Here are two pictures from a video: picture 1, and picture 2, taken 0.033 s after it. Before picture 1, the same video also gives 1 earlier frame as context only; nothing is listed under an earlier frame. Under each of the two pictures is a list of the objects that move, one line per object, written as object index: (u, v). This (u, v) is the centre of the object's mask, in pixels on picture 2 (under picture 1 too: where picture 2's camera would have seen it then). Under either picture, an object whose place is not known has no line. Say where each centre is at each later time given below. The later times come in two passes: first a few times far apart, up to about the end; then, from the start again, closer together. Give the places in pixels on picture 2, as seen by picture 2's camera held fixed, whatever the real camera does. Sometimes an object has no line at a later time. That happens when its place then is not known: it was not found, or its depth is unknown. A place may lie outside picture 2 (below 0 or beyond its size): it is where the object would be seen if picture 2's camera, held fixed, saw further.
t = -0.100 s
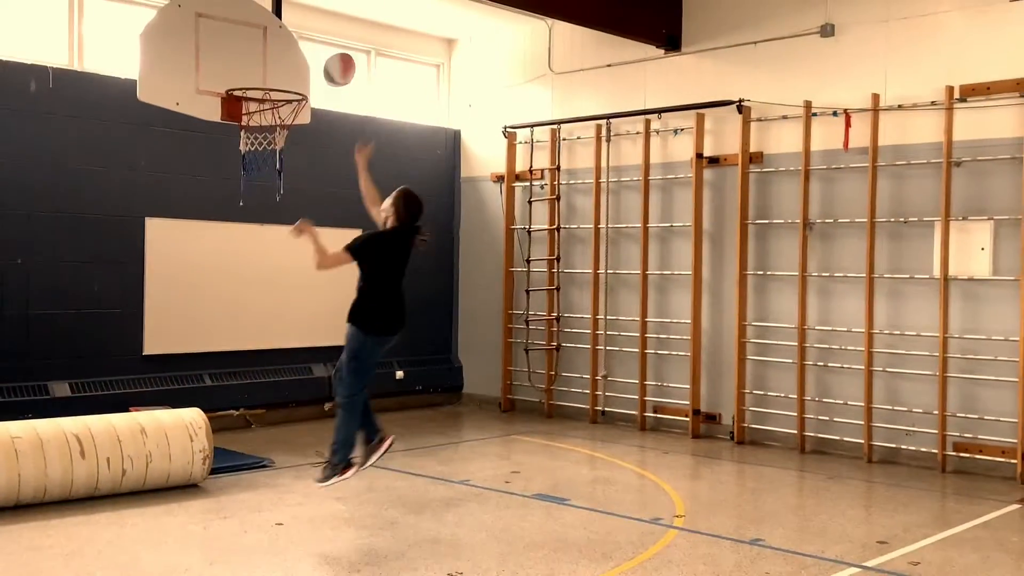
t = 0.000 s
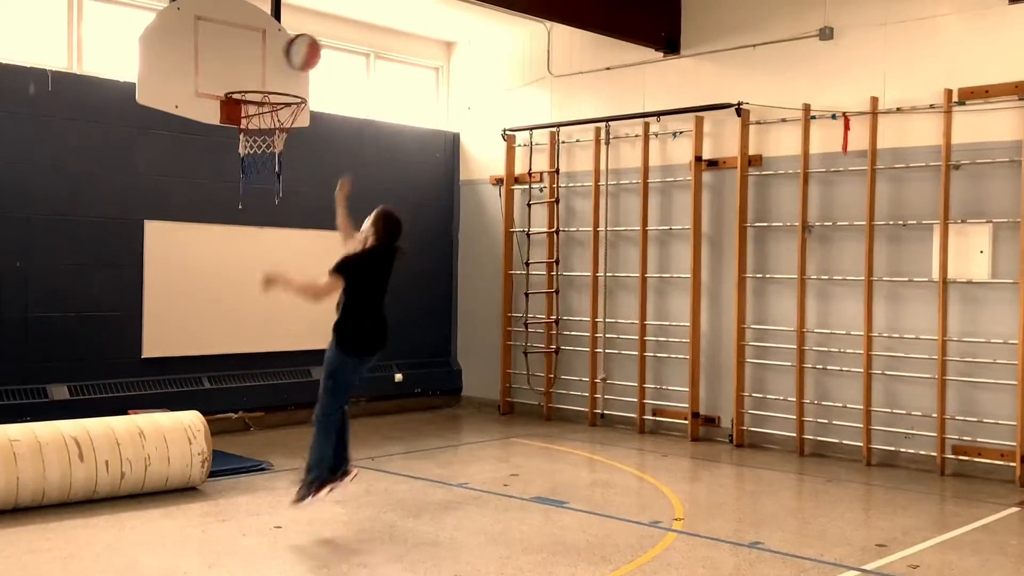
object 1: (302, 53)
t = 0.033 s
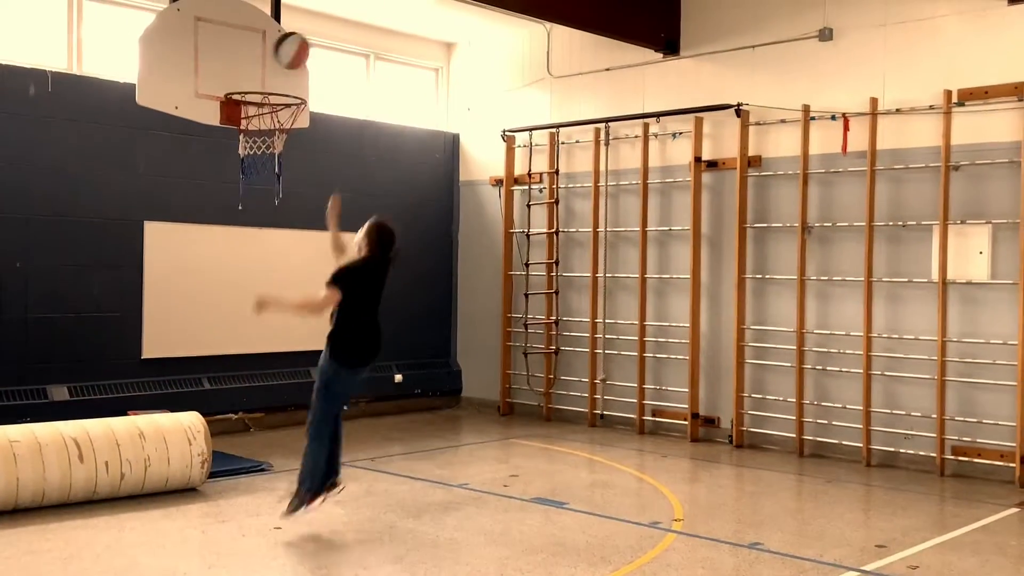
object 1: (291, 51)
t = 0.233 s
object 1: (264, 65)
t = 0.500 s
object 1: (245, 150)
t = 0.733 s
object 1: (197, 289)
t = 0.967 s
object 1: (148, 499)
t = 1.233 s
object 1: (110, 352)
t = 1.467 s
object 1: (77, 317)
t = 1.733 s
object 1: (35, 379)
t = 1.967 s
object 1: (18, 372)
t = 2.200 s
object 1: (-1, 384)
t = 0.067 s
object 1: (280, 50)
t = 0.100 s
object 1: (270, 51)
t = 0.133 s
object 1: (259, 53)
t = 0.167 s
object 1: (255, 56)
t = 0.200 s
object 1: (259, 60)
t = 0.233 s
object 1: (264, 65)
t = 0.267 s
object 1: (269, 72)
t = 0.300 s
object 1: (273, 79)
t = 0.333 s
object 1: (278, 91)
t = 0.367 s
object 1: (278, 102)
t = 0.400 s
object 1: (270, 113)
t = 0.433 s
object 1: (258, 125)
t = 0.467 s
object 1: (253, 137)
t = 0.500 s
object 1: (245, 150)
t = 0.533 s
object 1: (239, 165)
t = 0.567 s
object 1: (232, 181)
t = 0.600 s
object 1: (225, 198)
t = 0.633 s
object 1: (218, 218)
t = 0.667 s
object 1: (211, 241)
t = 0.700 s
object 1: (204, 264)
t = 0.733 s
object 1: (197, 289)
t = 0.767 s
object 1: (190, 316)
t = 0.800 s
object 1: (182, 348)
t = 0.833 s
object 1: (174, 380)
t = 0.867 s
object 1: (168, 406)
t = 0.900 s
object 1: (163, 447)
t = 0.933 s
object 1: (153, 483)
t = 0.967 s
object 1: (148, 499)
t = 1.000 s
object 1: (141, 470)
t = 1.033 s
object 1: (142, 449)
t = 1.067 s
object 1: (135, 426)
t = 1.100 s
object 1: (127, 407)
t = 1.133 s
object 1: (124, 392)
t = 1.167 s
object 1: (119, 376)
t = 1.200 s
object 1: (115, 363)
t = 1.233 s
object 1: (110, 352)
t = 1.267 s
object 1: (105, 342)
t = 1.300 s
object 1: (101, 333)
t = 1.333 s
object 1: (96, 326)
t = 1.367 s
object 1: (91, 321)
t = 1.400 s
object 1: (86, 318)
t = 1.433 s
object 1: (81, 317)
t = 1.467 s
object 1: (77, 317)
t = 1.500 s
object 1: (72, 319)
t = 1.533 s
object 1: (68, 322)
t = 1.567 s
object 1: (63, 327)
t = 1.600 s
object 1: (58, 334)
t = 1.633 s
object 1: (53, 342)
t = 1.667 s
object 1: (47, 352)
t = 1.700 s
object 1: (41, 365)
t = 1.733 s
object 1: (35, 379)
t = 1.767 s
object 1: (32, 396)
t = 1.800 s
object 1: (28, 410)
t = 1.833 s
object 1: (26, 402)
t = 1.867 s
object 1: (24, 393)
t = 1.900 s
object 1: (22, 384)
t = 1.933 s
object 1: (20, 377)
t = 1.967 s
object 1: (18, 372)
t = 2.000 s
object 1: (16, 369)
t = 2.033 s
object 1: (14, 367)
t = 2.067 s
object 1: (11, 367)
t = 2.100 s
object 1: (9, 368)
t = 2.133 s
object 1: (6, 372)
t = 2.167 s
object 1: (3, 377)
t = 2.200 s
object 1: (-1, 384)
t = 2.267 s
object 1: (-5, 405)
